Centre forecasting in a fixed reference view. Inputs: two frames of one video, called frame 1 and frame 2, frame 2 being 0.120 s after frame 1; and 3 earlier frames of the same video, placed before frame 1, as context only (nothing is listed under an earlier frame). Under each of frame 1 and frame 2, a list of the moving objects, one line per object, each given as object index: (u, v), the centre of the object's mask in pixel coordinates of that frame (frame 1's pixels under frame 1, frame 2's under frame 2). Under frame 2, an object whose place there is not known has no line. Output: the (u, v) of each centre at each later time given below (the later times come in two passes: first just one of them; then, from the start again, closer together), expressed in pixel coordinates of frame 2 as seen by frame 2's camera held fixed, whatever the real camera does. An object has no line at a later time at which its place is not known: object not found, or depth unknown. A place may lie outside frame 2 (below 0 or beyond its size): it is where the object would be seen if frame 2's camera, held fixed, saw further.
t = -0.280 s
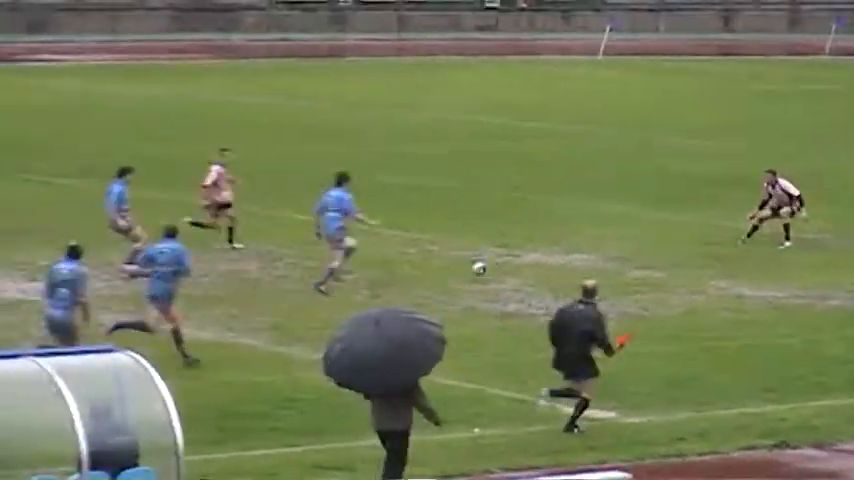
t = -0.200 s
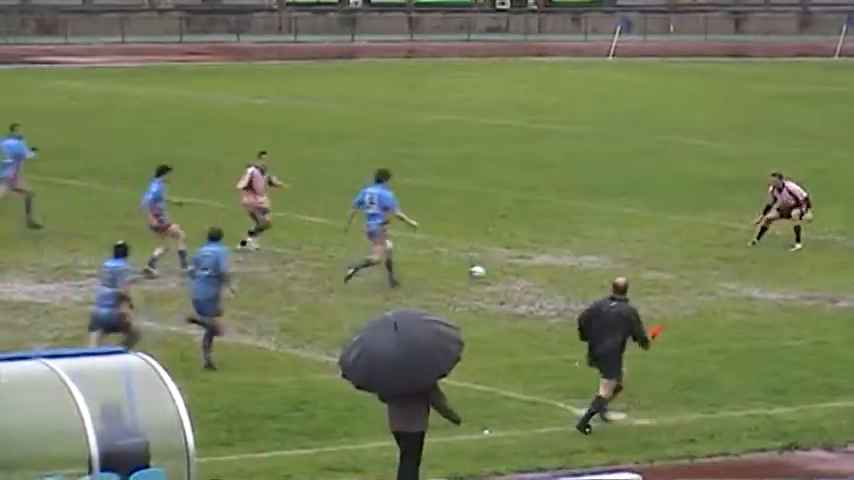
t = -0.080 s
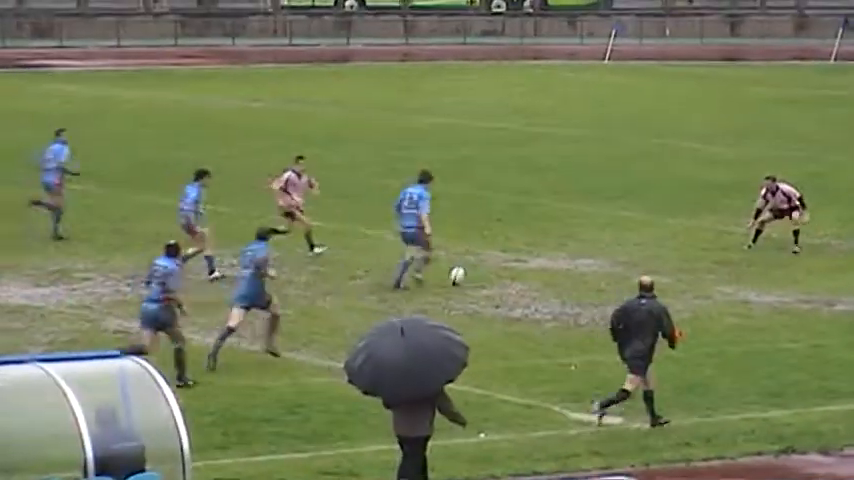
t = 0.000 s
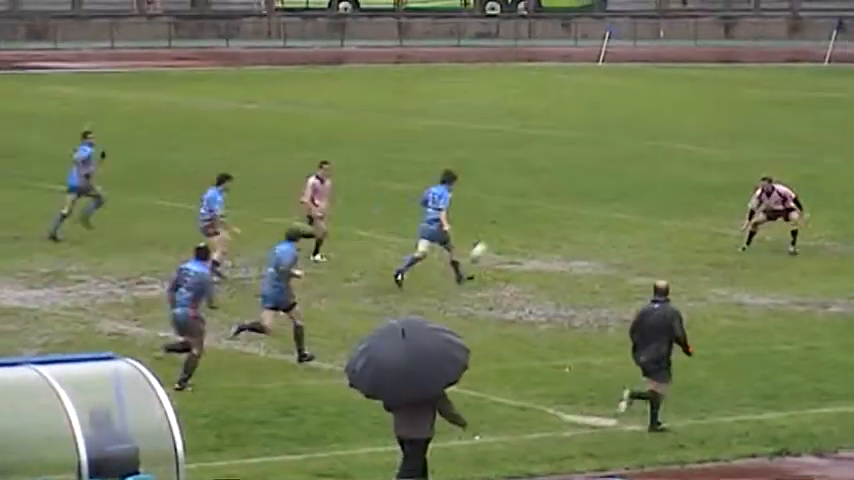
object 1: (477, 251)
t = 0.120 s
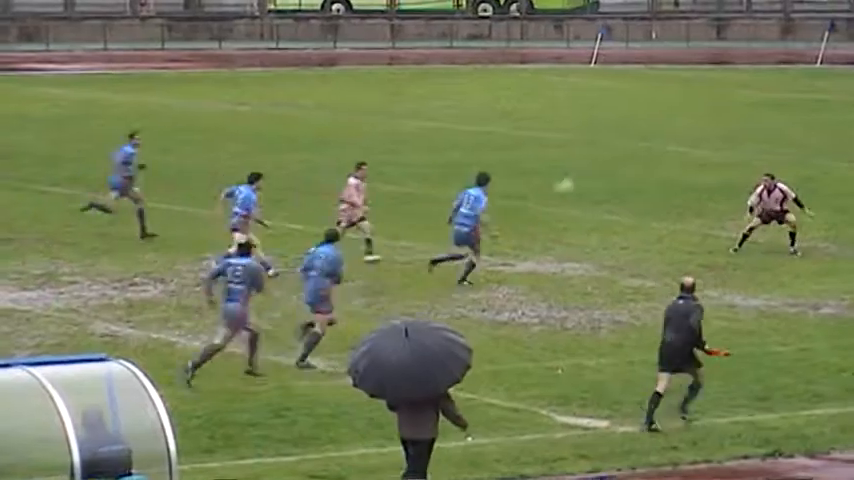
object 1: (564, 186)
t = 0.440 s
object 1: (780, 58)
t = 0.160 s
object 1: (593, 166)
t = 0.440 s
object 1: (780, 58)
